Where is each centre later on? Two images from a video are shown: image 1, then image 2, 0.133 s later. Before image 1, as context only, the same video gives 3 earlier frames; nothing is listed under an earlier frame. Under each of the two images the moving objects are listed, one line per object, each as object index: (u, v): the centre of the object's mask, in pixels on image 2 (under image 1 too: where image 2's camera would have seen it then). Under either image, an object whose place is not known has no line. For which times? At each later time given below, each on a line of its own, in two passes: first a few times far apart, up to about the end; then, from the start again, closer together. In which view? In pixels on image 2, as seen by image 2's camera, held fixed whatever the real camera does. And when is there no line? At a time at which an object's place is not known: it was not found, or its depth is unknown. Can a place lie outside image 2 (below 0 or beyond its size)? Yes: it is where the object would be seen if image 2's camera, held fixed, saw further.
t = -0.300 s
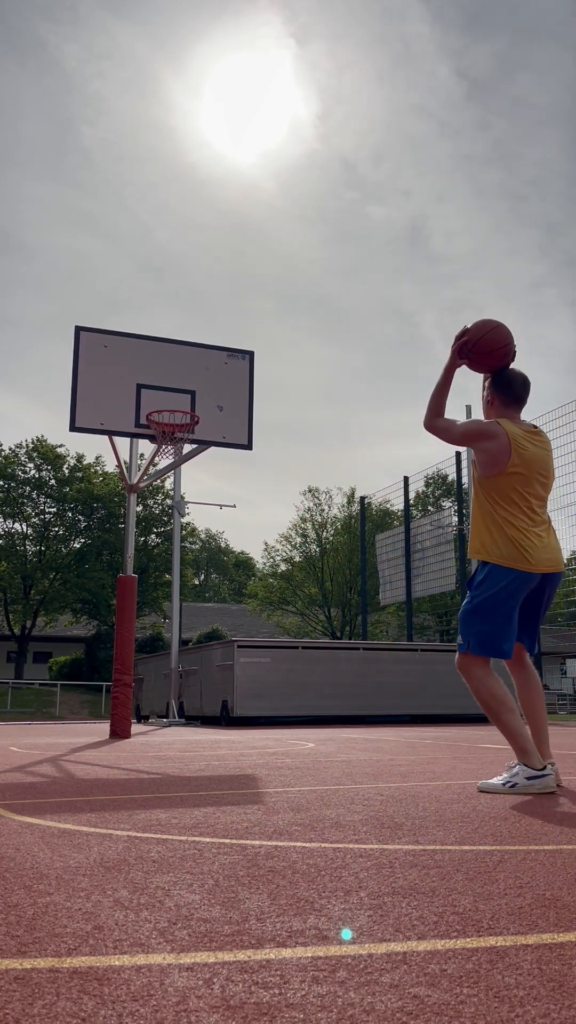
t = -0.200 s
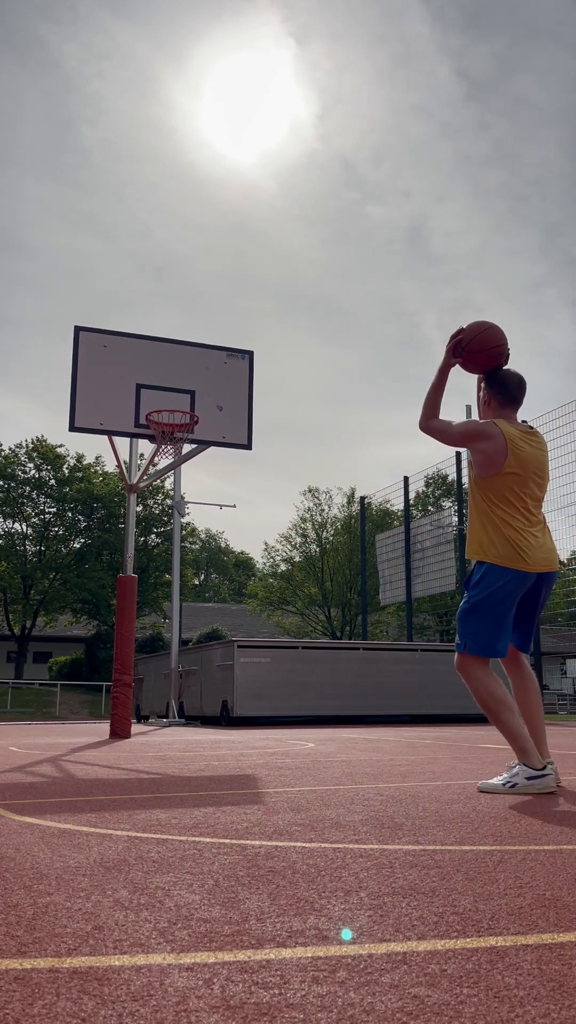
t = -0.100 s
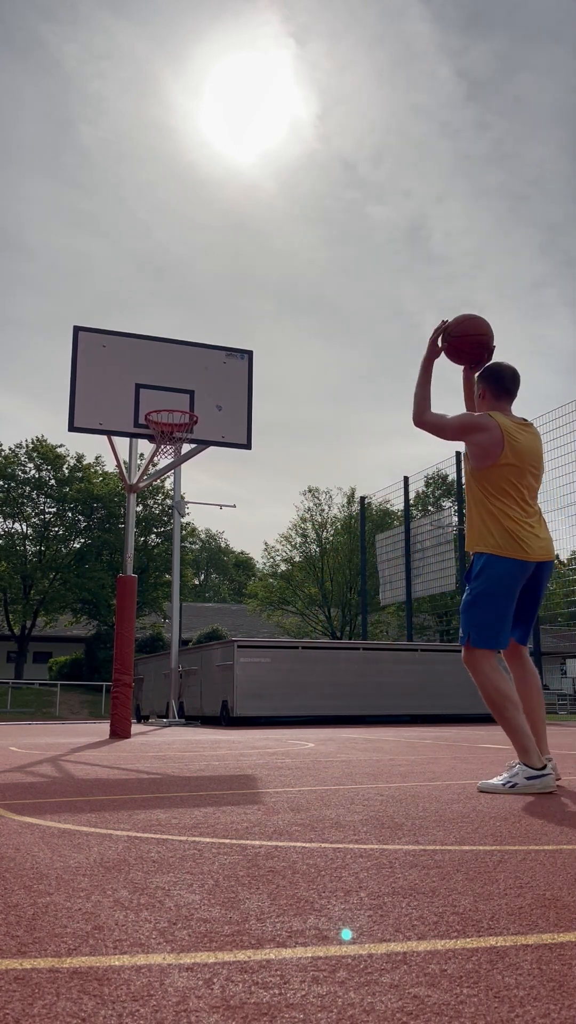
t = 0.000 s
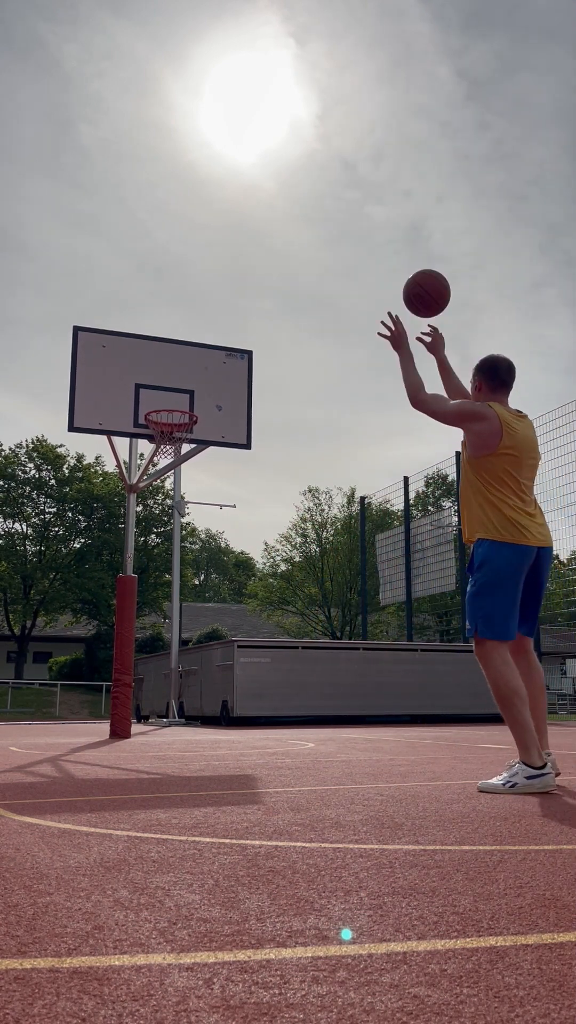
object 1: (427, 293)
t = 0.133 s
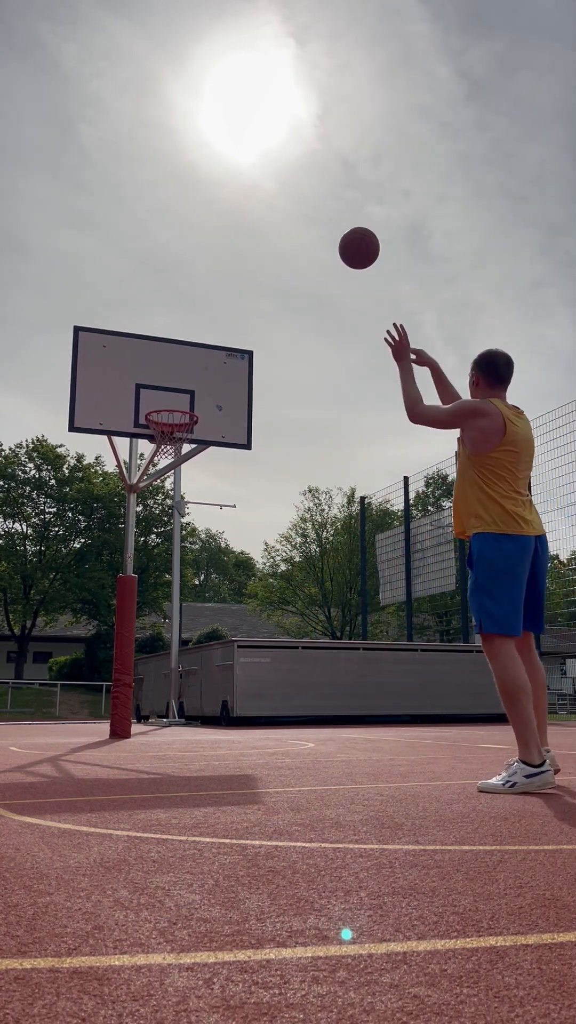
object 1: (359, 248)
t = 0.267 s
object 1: (308, 238)
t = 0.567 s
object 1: (227, 294)
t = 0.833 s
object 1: (175, 400)
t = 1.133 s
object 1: (182, 430)
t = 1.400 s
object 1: (170, 444)
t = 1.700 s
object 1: (151, 530)
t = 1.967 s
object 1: (131, 675)
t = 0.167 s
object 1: (345, 243)
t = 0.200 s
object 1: (332, 239)
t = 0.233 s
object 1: (320, 238)
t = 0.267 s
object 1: (308, 238)
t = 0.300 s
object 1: (298, 240)
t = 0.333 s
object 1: (287, 243)
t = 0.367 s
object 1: (278, 248)
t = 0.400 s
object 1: (268, 253)
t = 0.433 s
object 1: (259, 259)
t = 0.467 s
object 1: (251, 267)
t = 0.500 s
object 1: (243, 275)
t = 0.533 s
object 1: (235, 284)
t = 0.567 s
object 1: (227, 294)
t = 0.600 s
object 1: (220, 305)
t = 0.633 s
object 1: (213, 316)
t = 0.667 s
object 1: (206, 329)
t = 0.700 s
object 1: (200, 342)
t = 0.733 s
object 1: (193, 356)
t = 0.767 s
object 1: (187, 371)
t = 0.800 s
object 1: (181, 386)
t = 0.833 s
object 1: (175, 400)
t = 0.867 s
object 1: (171, 411)
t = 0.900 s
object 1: (166, 422)
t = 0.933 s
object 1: (169, 426)
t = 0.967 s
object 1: (175, 432)
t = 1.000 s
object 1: (180, 438)
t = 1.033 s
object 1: (181, 438)
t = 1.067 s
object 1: (182, 436)
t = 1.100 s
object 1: (181, 433)
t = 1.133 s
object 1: (182, 430)
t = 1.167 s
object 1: (181, 428)
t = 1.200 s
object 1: (180, 428)
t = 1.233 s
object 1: (179, 429)
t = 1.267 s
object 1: (178, 430)
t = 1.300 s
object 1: (175, 435)
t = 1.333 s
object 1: (174, 436)
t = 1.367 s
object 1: (172, 441)
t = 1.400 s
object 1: (170, 444)
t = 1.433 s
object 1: (169, 446)
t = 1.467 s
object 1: (165, 458)
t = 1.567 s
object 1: (159, 483)
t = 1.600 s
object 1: (157, 493)
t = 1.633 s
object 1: (155, 504)
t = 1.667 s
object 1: (153, 517)
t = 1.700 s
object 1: (151, 530)
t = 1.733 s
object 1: (148, 544)
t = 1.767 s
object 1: (146, 560)
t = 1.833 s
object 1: (141, 594)
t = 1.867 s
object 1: (139, 612)
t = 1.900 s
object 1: (137, 632)
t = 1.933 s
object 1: (134, 653)
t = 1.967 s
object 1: (131, 675)
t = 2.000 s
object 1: (128, 699)
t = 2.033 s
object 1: (124, 724)
